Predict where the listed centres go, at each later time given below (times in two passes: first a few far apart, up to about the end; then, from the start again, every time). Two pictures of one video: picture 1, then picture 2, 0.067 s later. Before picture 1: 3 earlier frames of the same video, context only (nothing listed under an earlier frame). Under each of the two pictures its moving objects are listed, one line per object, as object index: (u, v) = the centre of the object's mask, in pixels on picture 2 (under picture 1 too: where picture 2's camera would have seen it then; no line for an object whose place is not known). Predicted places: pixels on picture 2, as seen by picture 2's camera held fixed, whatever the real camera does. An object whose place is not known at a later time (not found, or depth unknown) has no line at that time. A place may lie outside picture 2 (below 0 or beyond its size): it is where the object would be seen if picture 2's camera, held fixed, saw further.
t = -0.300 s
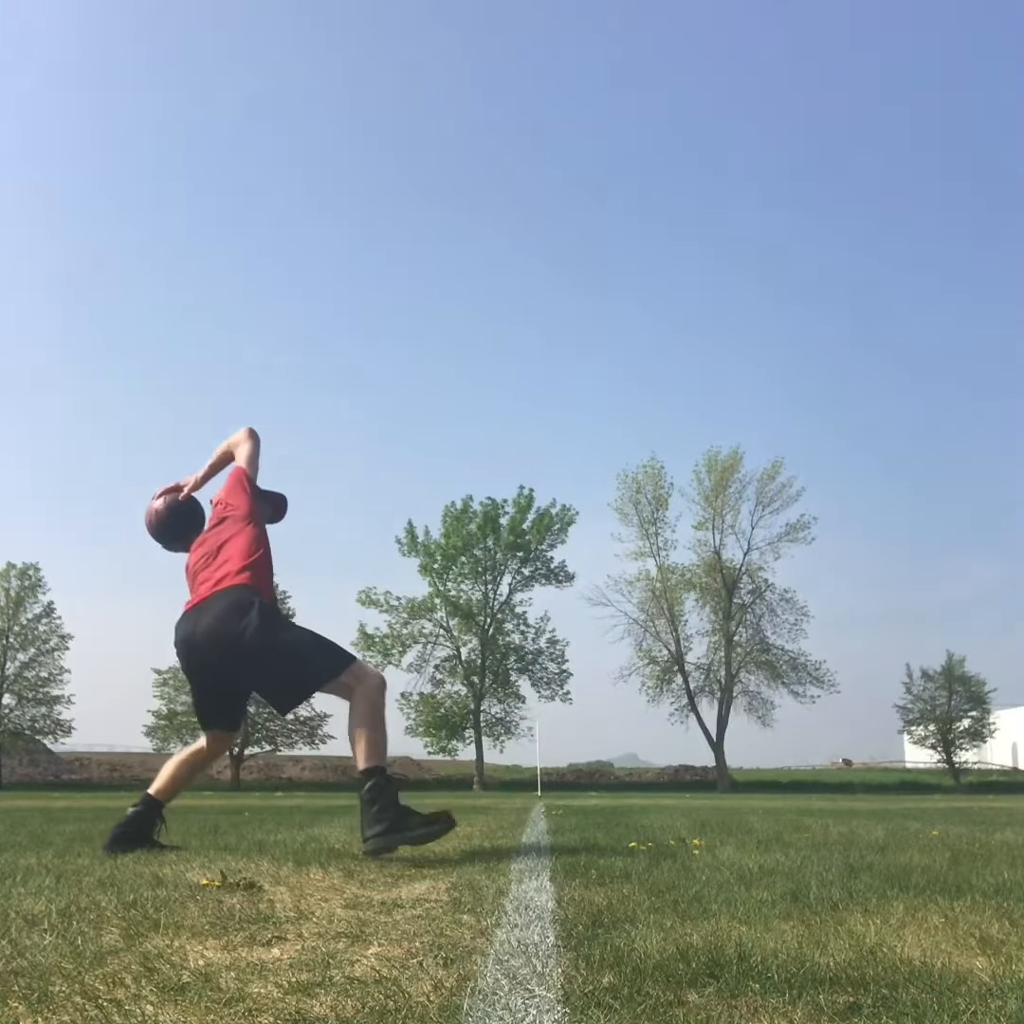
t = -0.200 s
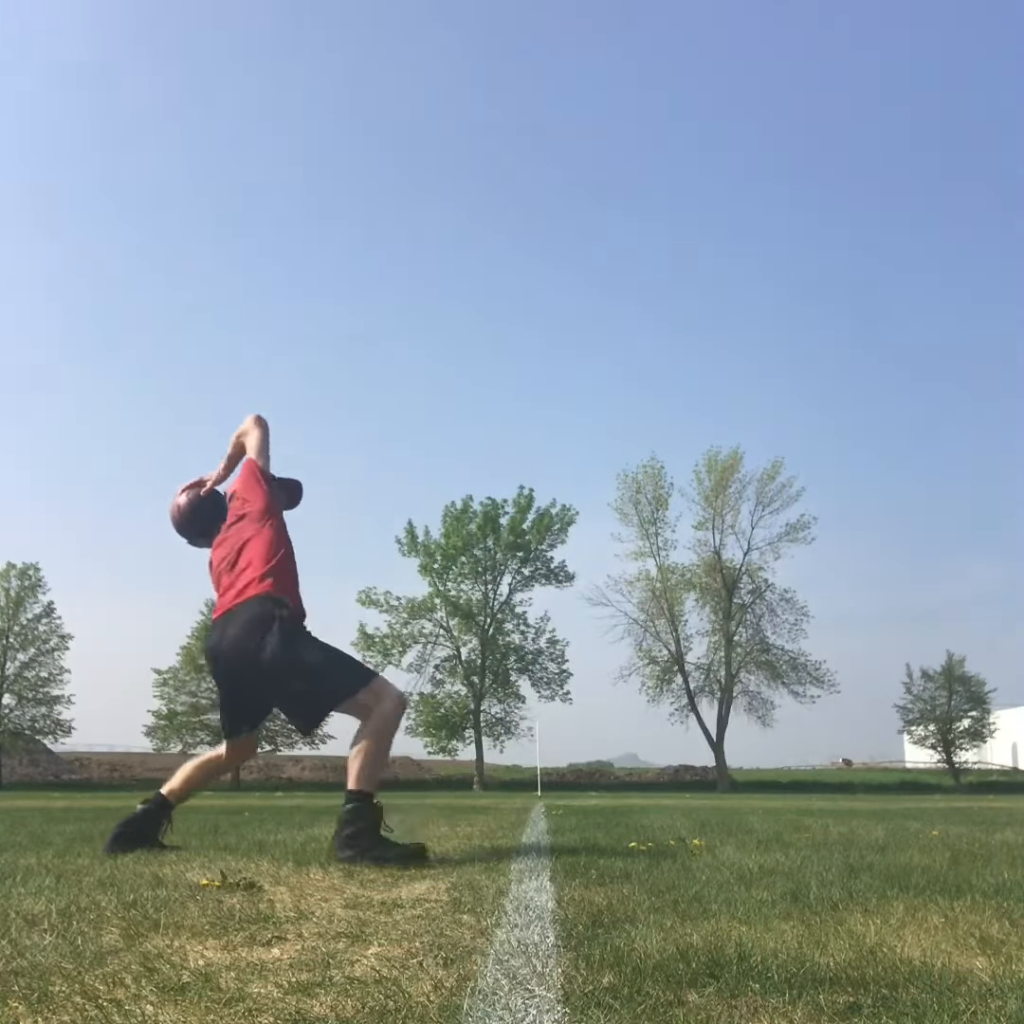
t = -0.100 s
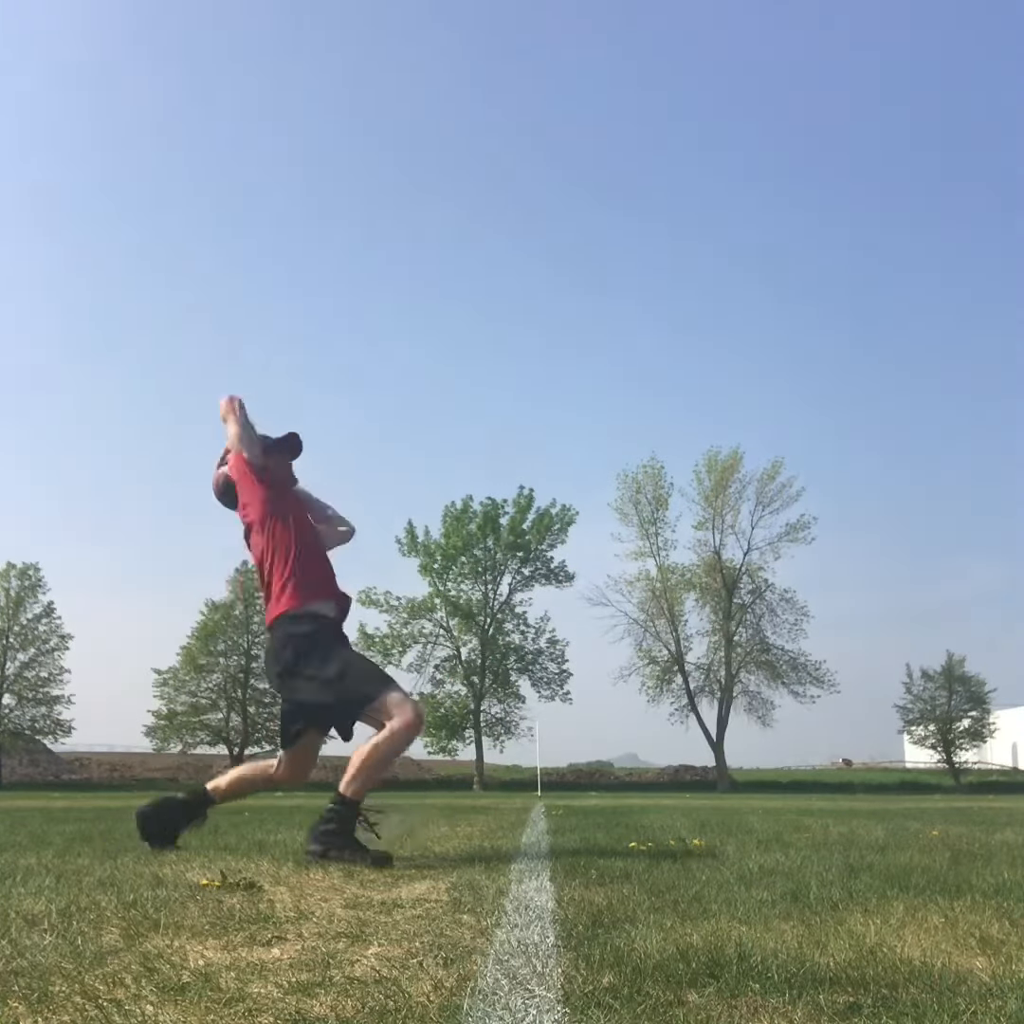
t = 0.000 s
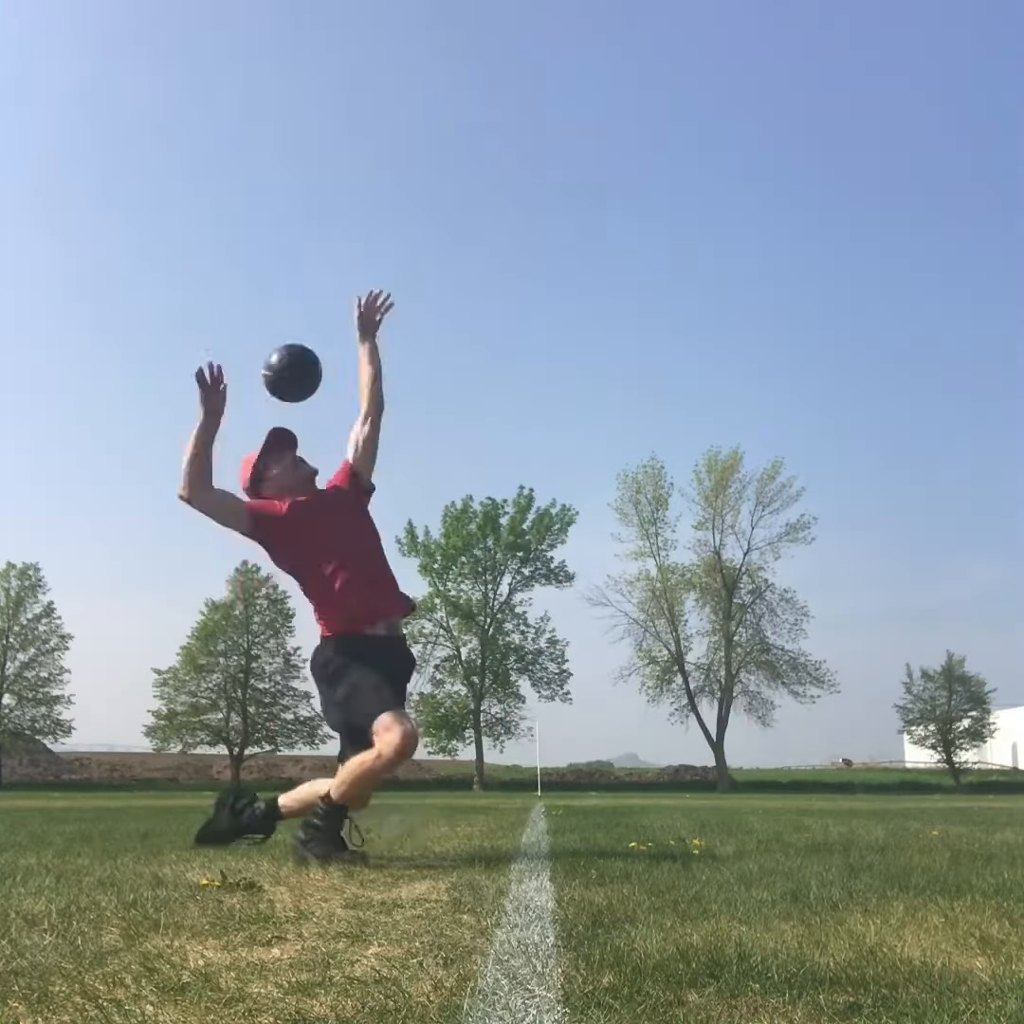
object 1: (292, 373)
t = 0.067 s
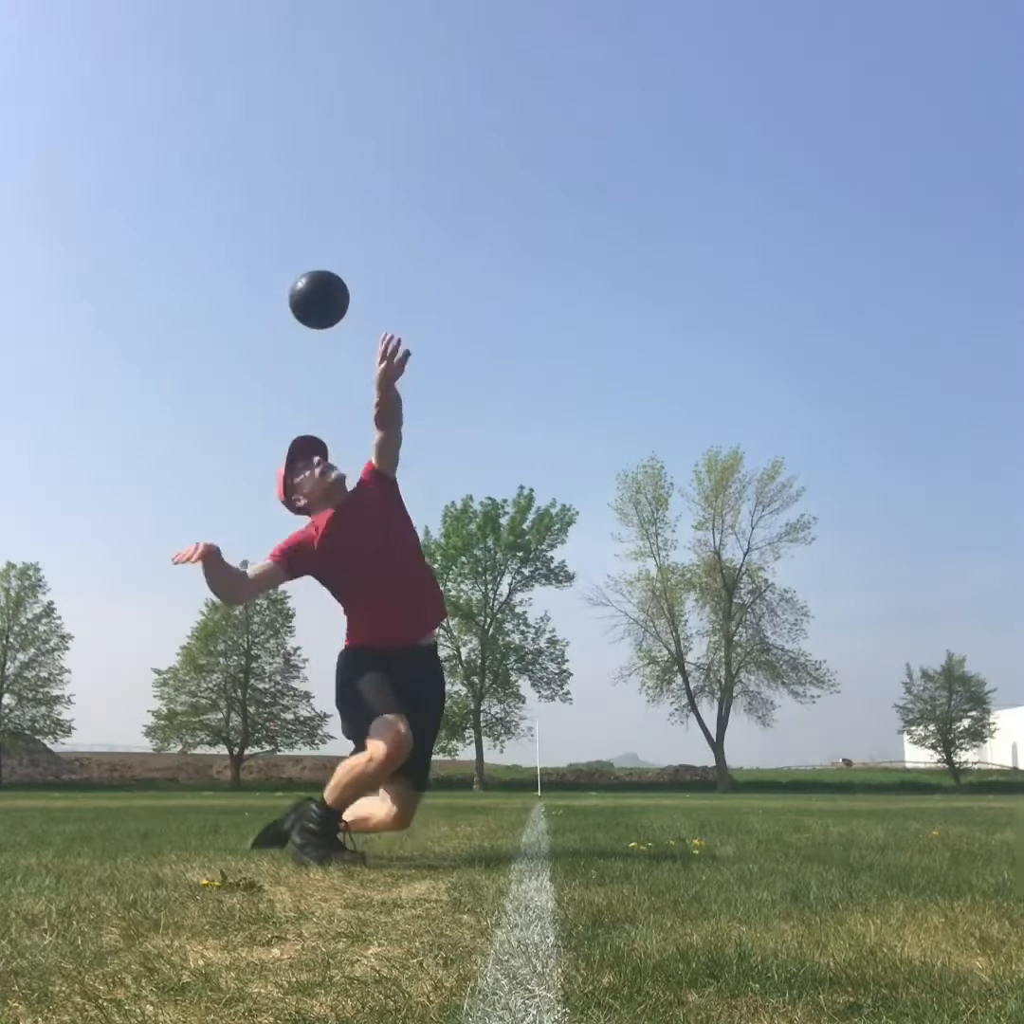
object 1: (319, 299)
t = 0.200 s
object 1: (371, 184)
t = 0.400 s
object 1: (452, 89)
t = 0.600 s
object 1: (541, 102)
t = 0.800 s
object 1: (642, 241)
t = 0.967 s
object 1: (745, 481)
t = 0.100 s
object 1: (332, 266)
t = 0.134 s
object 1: (345, 236)
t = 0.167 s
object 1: (358, 209)
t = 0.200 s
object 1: (371, 184)
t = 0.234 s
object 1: (385, 161)
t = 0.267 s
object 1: (398, 142)
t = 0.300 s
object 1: (411, 125)
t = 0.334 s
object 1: (425, 110)
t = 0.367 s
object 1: (439, 98)
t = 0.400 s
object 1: (452, 89)
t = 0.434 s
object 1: (466, 84)
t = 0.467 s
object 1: (480, 81)
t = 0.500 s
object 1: (495, 81)
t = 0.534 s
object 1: (509, 85)
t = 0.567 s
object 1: (525, 92)
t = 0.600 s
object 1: (541, 102)
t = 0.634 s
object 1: (557, 115)
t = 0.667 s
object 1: (573, 131)
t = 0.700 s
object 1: (589, 152)
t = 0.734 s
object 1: (605, 177)
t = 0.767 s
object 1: (623, 207)
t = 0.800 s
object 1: (642, 241)
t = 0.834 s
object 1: (660, 279)
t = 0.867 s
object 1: (680, 321)
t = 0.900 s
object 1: (701, 369)
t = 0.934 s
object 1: (723, 422)
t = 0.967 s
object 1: (745, 481)
